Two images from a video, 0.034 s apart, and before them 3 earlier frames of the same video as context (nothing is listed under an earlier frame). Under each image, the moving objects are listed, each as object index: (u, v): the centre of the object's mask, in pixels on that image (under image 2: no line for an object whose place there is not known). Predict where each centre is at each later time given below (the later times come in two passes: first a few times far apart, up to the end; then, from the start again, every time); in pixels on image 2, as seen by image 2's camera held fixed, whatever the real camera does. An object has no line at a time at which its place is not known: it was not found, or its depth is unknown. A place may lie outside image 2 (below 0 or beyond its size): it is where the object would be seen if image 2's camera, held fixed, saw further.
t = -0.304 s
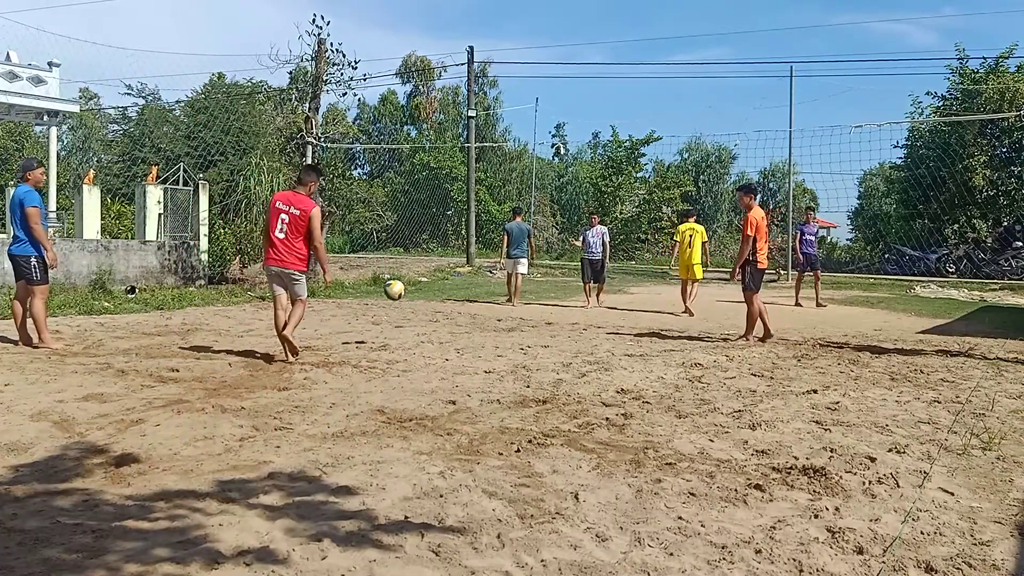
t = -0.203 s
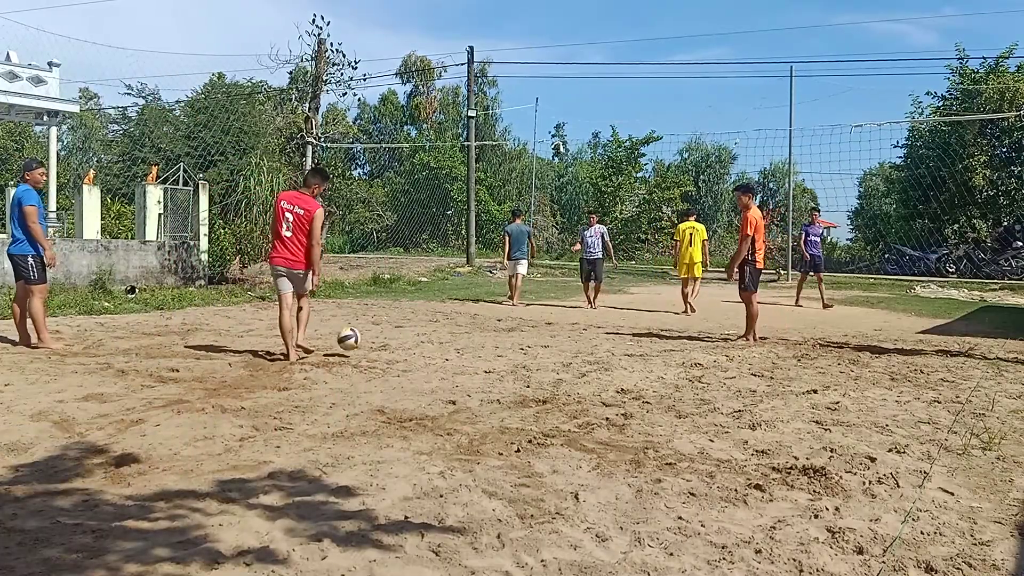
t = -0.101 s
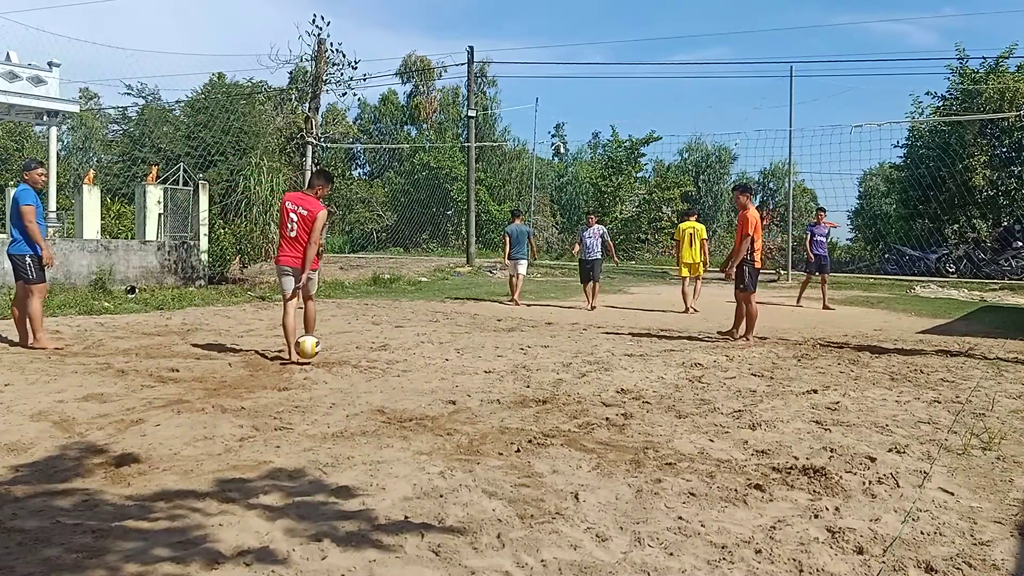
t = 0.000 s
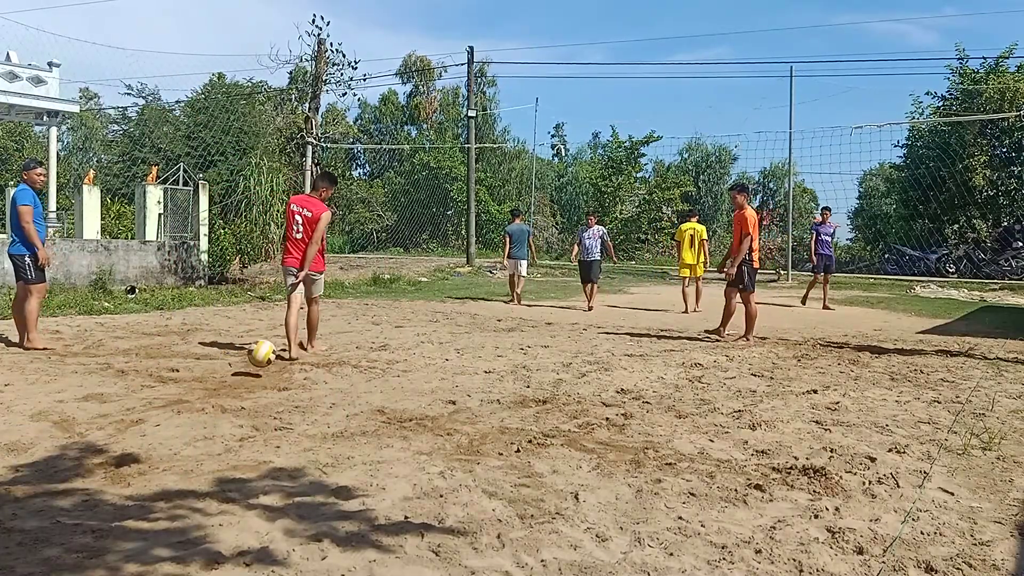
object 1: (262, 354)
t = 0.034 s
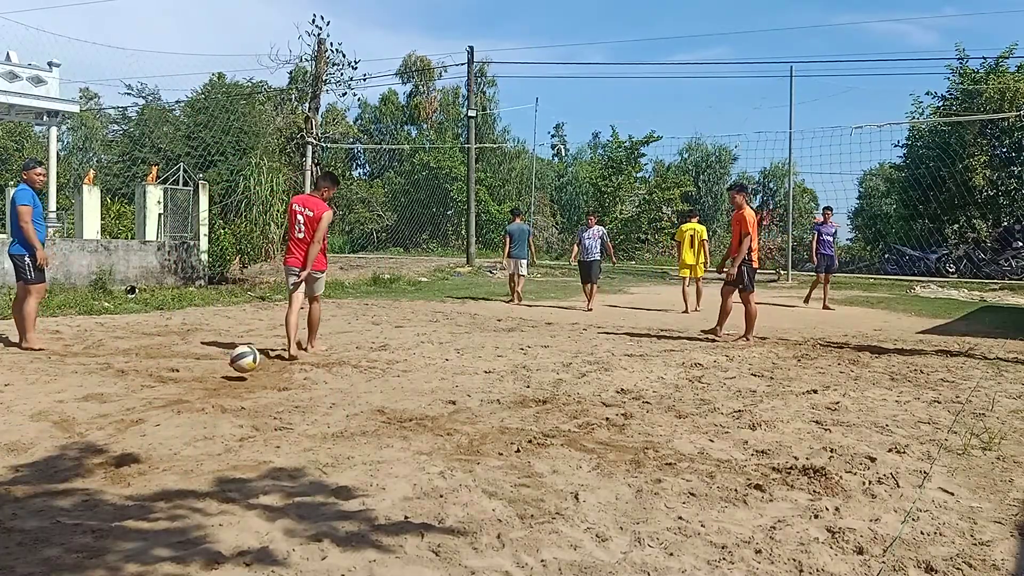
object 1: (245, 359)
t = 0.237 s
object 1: (140, 349)
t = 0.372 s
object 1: (54, 350)
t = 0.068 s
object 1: (226, 367)
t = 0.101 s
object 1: (209, 375)
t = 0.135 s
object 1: (193, 366)
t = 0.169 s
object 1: (176, 359)
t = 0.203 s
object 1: (158, 353)
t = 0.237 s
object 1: (140, 349)
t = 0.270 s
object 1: (120, 347)
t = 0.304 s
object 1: (99, 345)
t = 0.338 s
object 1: (77, 347)
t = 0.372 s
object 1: (54, 350)
